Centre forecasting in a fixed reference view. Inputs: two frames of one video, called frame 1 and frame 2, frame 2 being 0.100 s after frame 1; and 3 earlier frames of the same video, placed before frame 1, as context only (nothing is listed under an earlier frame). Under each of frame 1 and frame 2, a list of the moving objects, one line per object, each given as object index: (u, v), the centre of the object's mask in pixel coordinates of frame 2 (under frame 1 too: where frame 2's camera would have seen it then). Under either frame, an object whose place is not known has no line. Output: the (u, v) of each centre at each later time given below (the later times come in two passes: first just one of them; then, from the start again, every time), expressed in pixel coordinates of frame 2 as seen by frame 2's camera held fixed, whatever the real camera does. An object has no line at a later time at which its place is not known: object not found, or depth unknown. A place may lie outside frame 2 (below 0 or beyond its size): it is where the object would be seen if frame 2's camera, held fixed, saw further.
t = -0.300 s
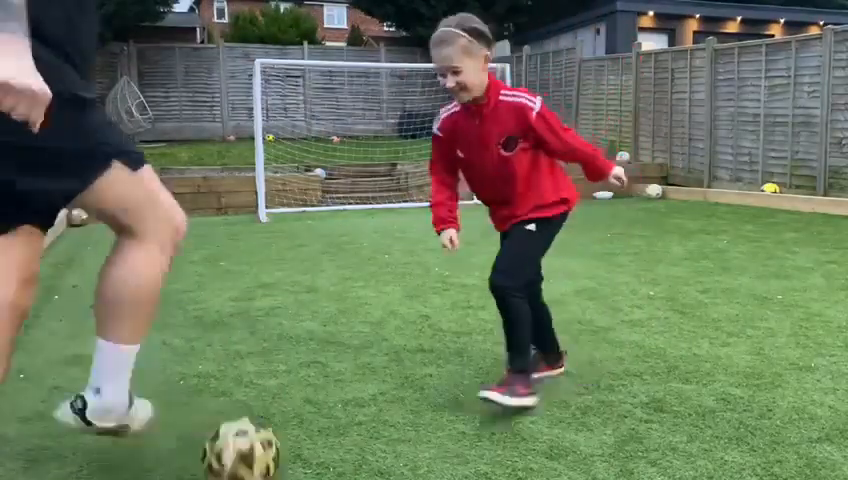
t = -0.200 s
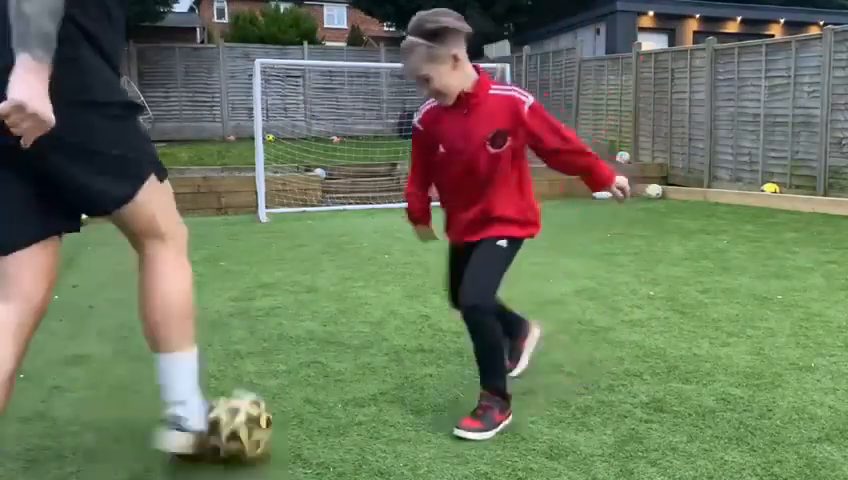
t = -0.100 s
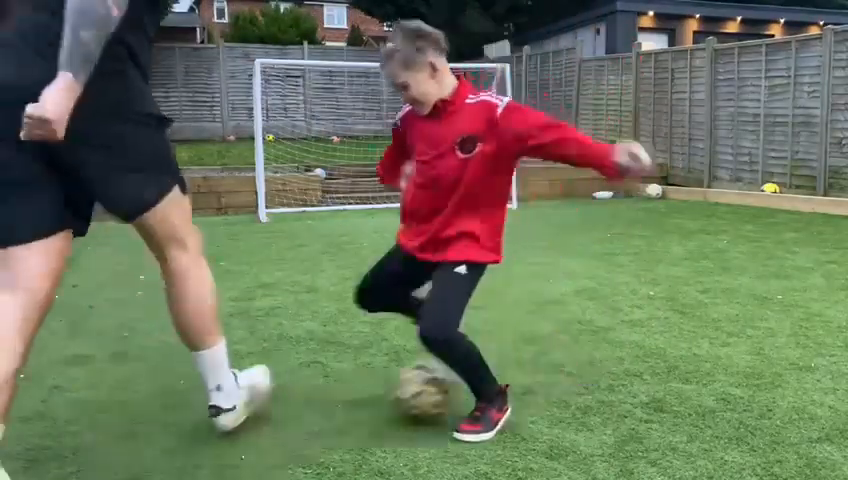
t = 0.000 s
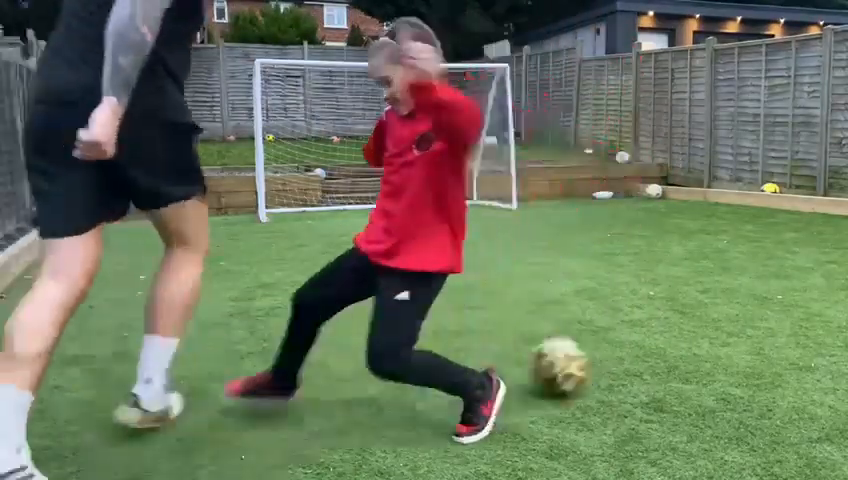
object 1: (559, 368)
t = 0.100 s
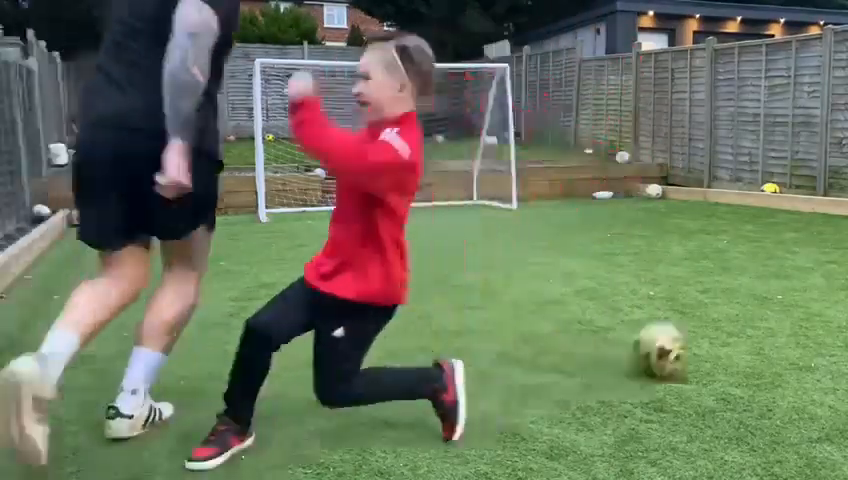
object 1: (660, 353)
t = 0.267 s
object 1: (776, 331)
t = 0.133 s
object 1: (687, 344)
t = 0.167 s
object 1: (712, 342)
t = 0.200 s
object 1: (739, 340)
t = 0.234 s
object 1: (758, 334)
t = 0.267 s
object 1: (776, 331)
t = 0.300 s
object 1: (796, 327)
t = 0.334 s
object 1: (813, 323)
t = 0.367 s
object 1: (828, 319)
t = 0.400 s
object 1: (837, 317)
